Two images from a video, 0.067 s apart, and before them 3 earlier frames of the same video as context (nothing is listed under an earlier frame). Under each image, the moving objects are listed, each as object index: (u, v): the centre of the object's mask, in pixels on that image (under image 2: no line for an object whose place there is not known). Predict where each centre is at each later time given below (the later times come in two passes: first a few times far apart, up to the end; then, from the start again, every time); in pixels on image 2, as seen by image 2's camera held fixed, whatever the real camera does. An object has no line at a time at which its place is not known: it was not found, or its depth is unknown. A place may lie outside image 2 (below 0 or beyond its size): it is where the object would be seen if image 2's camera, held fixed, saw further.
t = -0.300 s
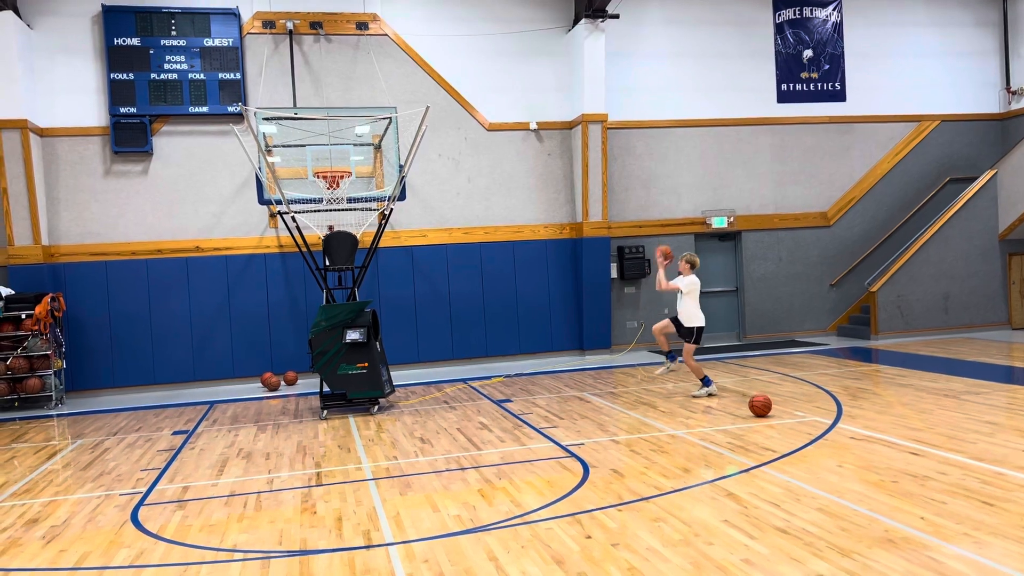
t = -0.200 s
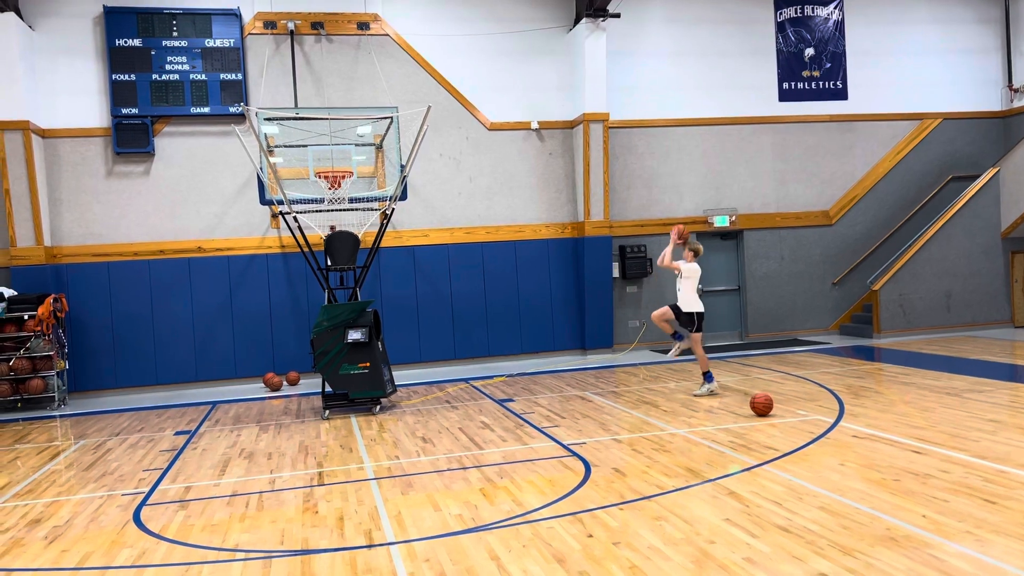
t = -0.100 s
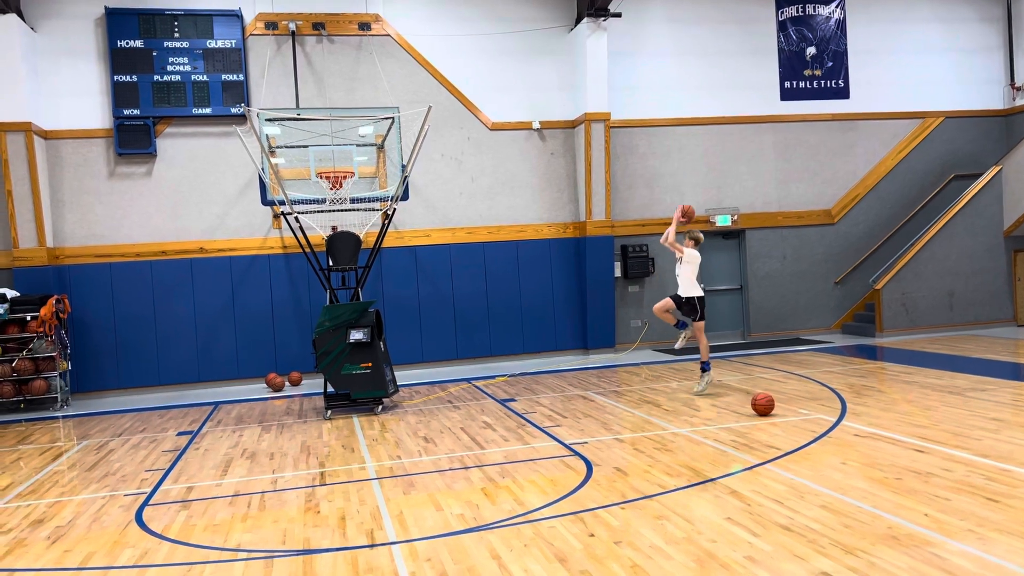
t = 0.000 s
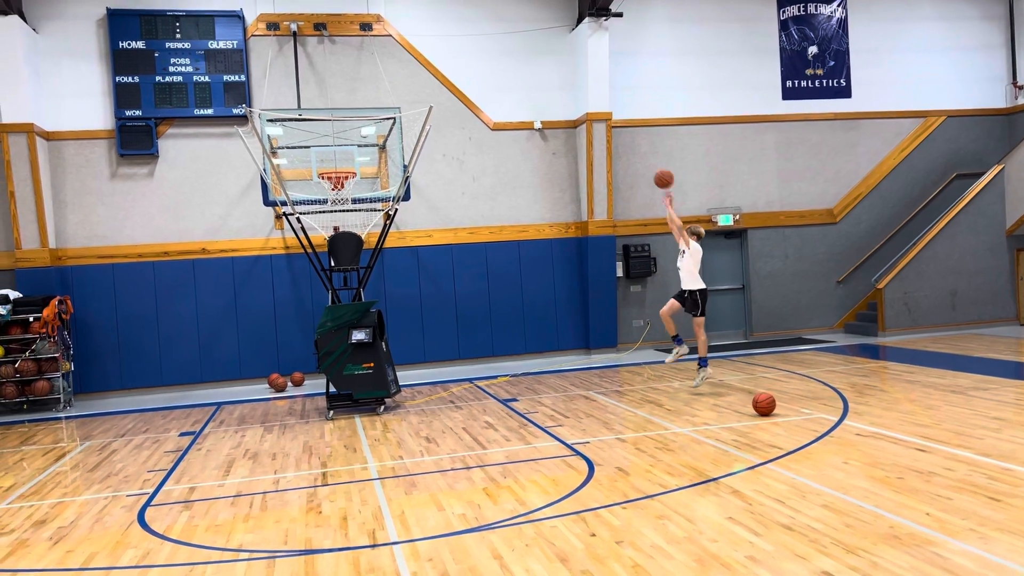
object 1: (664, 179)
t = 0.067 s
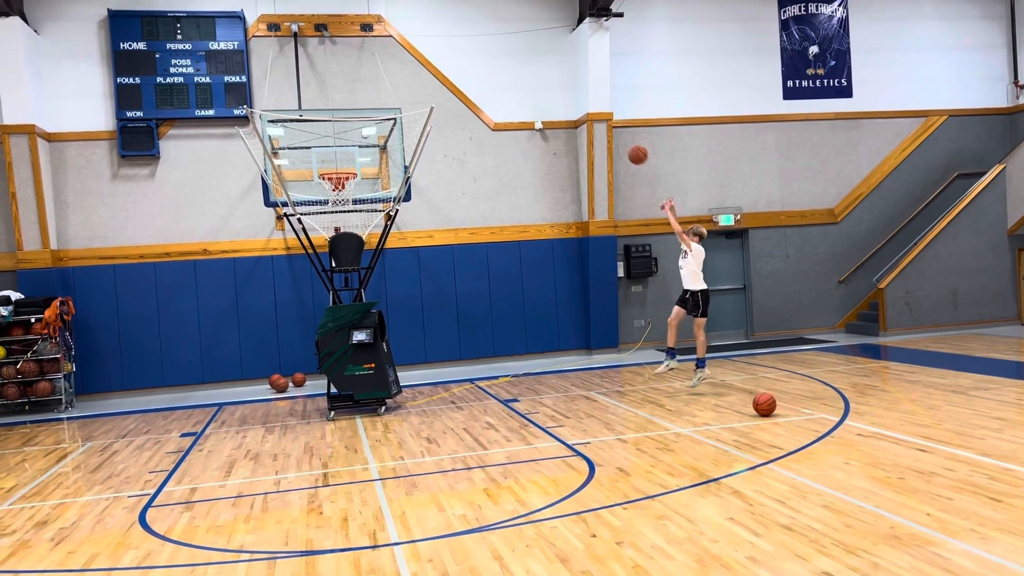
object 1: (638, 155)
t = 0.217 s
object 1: (580, 113)
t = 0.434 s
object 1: (500, 86)
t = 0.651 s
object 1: (427, 94)
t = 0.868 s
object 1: (358, 137)
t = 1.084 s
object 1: (345, 140)
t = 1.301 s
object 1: (384, 102)
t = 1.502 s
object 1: (425, 100)
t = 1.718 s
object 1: (473, 133)
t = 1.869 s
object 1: (507, 179)
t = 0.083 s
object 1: (631, 149)
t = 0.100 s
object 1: (624, 144)
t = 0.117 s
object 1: (618, 139)
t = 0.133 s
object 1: (611, 134)
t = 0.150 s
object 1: (605, 130)
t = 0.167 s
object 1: (599, 126)
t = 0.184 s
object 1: (592, 121)
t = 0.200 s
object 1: (586, 117)
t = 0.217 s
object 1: (580, 113)
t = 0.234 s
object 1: (573, 110)
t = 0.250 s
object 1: (567, 107)
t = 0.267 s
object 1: (561, 104)
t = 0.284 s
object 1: (555, 101)
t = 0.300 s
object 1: (549, 98)
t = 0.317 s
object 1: (542, 96)
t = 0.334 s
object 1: (536, 94)
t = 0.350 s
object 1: (530, 92)
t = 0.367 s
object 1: (524, 90)
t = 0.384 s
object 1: (518, 89)
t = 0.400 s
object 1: (512, 88)
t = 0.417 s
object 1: (506, 86)
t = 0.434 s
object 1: (500, 86)
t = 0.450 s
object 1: (495, 85)
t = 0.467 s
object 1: (489, 85)
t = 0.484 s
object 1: (483, 84)
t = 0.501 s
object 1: (477, 84)
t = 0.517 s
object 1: (471, 85)
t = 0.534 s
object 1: (466, 85)
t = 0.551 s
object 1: (460, 86)
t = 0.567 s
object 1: (455, 87)
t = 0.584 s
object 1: (449, 88)
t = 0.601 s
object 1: (444, 88)
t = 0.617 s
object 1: (438, 90)
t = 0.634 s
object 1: (433, 92)
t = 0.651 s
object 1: (427, 94)
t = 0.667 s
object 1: (422, 96)
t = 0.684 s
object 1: (416, 98)
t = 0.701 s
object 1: (411, 100)
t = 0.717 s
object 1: (405, 103)
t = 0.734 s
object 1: (400, 106)
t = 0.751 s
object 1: (395, 108)
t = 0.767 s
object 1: (389, 112)
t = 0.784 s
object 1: (384, 116)
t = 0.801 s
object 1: (379, 120)
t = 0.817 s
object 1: (374, 124)
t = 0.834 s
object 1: (369, 129)
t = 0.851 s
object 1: (363, 133)
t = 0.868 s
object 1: (358, 137)
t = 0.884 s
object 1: (353, 141)
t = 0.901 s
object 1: (348, 146)
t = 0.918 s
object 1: (343, 151)
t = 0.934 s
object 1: (338, 157)
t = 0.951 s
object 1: (333, 162)
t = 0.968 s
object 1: (328, 167)
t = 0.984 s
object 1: (327, 167)
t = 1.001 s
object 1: (330, 163)
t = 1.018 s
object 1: (333, 159)
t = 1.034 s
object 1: (336, 154)
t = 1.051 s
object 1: (339, 150)
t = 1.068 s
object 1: (342, 145)
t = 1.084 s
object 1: (345, 140)
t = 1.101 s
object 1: (348, 136)
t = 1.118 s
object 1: (351, 133)
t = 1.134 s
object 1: (353, 129)
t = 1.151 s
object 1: (357, 126)
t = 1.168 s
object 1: (360, 122)
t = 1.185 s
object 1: (363, 118)
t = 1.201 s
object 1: (366, 115)
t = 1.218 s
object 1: (369, 113)
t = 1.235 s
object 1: (372, 110)
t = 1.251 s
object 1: (375, 108)
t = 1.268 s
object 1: (378, 106)
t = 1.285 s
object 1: (381, 104)
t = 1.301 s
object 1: (384, 102)
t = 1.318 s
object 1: (388, 101)
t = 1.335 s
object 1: (391, 100)
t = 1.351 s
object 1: (395, 99)
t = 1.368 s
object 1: (398, 98)
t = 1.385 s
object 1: (401, 98)
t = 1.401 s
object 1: (405, 97)
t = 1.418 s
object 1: (408, 97)
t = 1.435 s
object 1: (412, 97)
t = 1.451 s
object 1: (415, 98)
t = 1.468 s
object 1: (419, 98)
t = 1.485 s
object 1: (422, 99)
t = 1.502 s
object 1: (425, 100)
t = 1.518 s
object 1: (429, 100)
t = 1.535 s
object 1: (433, 102)
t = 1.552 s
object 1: (437, 104)
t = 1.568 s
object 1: (440, 106)
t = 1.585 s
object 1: (444, 108)
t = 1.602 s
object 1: (447, 110)
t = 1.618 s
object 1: (451, 113)
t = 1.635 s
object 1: (454, 116)
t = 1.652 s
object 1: (458, 119)
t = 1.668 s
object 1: (462, 122)
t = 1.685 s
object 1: (466, 125)
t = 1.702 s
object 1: (469, 129)
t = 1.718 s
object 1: (473, 133)
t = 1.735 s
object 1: (477, 137)
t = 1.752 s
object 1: (480, 142)
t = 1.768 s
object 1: (484, 146)
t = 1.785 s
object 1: (488, 152)
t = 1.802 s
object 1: (492, 157)
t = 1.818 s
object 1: (496, 162)
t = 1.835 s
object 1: (500, 167)
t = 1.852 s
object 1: (503, 173)
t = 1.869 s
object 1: (507, 179)
